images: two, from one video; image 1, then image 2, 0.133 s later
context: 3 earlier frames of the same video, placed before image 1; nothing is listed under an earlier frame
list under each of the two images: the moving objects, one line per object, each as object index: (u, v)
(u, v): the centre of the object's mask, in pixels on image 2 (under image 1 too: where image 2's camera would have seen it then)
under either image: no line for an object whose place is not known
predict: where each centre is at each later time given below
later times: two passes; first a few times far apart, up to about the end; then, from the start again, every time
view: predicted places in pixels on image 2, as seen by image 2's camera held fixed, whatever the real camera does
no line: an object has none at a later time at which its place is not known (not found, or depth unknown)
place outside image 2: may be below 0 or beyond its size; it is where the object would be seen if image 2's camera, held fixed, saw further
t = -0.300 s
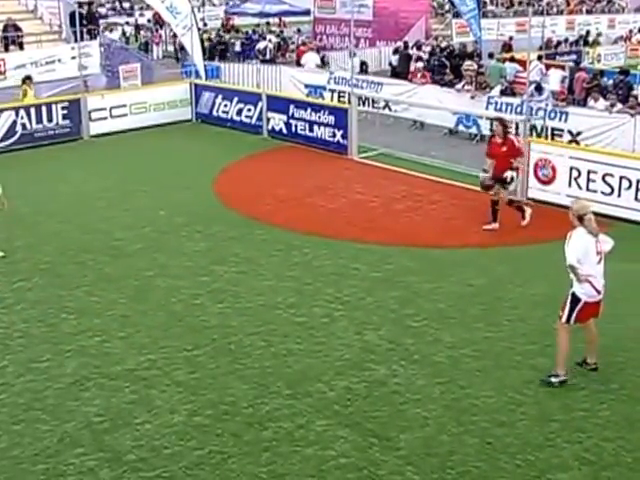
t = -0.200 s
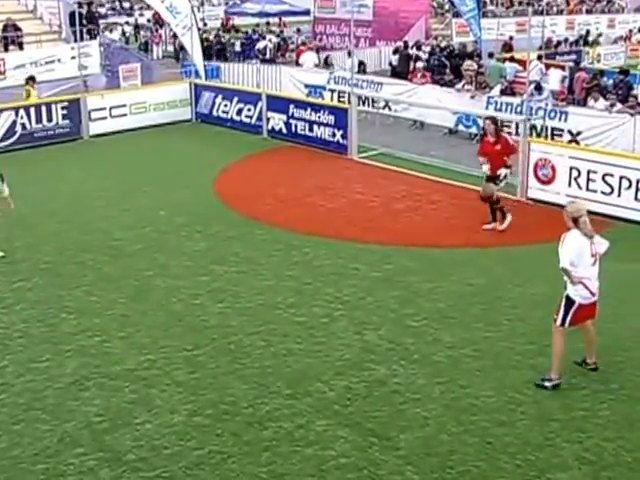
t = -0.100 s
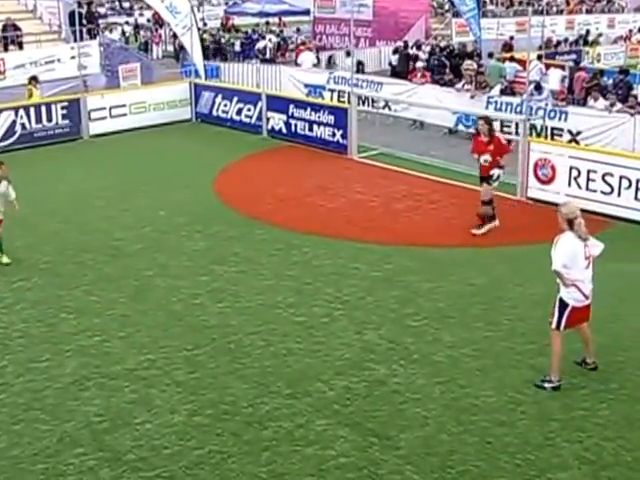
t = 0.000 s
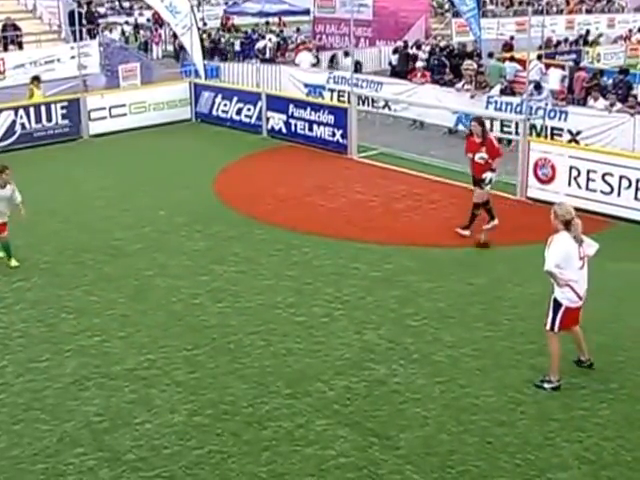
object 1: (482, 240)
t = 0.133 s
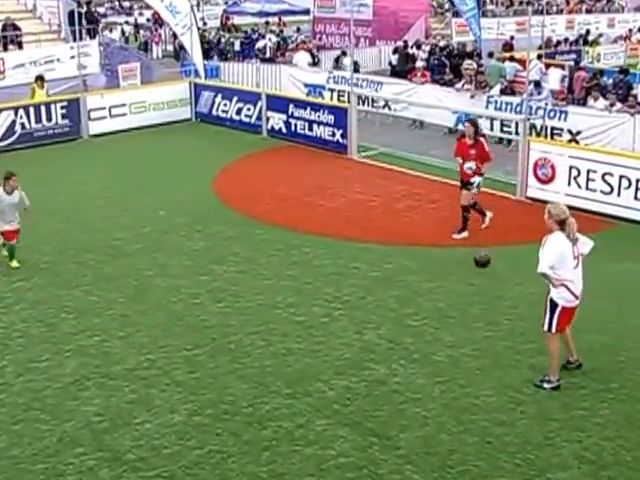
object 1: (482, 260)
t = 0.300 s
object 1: (484, 263)
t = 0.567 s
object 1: (484, 307)
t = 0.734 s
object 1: (484, 319)
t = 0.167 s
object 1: (482, 259)
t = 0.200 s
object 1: (482, 258)
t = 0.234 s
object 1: (483, 259)
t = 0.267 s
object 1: (483, 261)
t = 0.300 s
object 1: (484, 263)
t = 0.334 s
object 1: (484, 266)
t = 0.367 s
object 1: (484, 270)
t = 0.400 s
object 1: (485, 276)
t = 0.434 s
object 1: (484, 282)
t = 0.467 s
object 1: (484, 288)
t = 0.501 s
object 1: (484, 297)
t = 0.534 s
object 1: (484, 307)
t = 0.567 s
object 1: (484, 307)
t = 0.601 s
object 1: (484, 308)
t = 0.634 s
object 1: (484, 309)
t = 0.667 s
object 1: (484, 311)
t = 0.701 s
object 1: (484, 314)
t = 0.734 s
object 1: (484, 319)
